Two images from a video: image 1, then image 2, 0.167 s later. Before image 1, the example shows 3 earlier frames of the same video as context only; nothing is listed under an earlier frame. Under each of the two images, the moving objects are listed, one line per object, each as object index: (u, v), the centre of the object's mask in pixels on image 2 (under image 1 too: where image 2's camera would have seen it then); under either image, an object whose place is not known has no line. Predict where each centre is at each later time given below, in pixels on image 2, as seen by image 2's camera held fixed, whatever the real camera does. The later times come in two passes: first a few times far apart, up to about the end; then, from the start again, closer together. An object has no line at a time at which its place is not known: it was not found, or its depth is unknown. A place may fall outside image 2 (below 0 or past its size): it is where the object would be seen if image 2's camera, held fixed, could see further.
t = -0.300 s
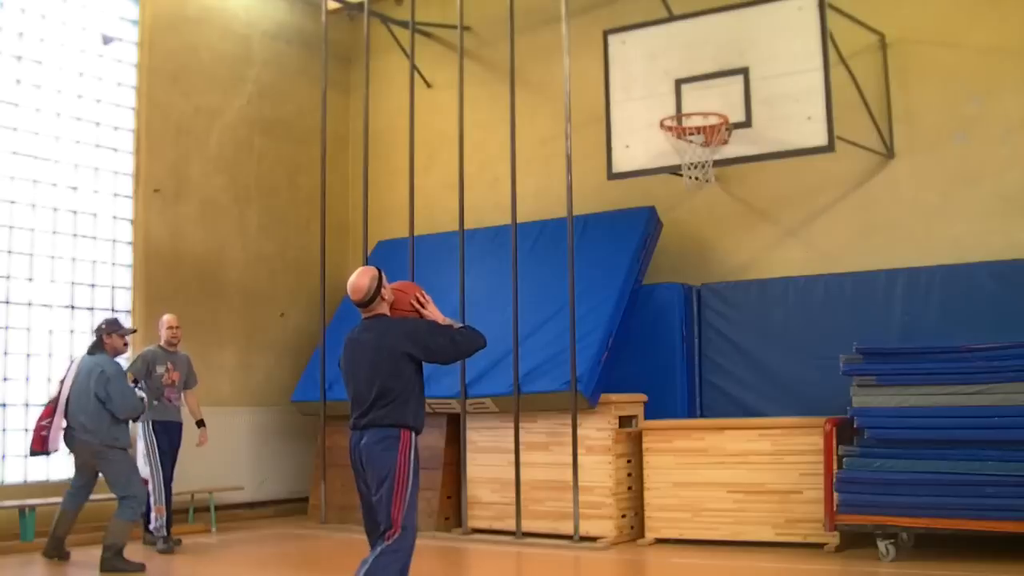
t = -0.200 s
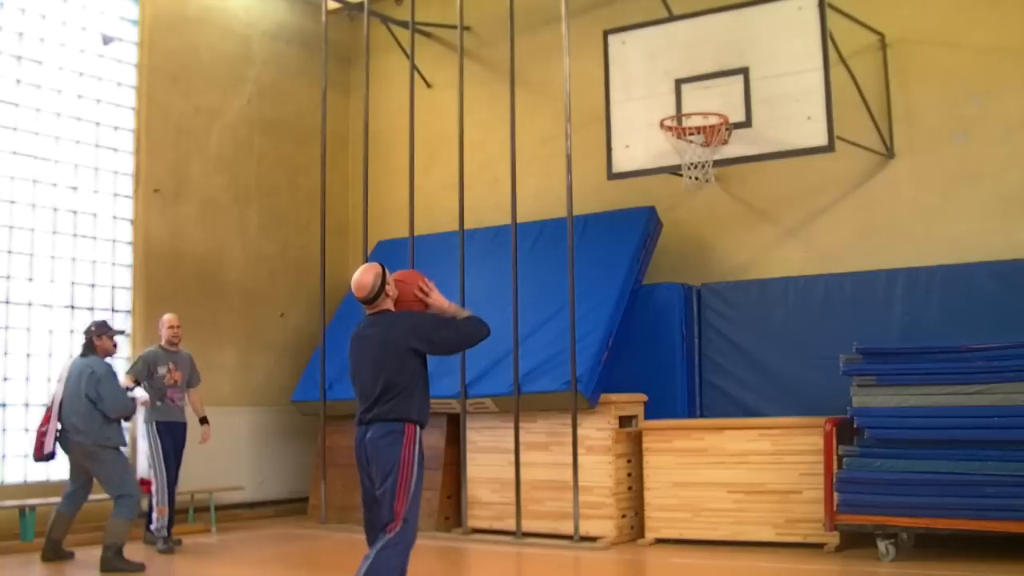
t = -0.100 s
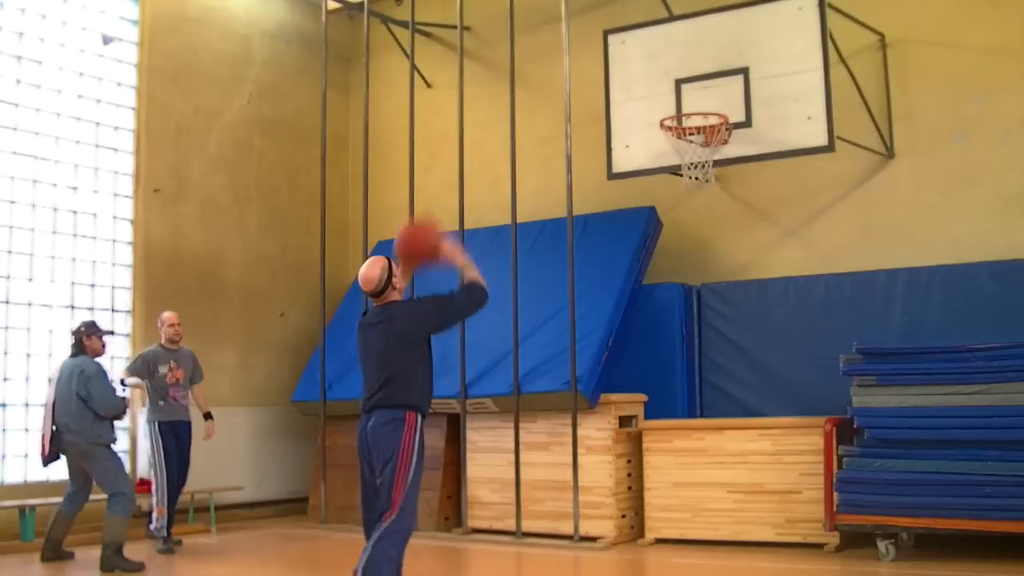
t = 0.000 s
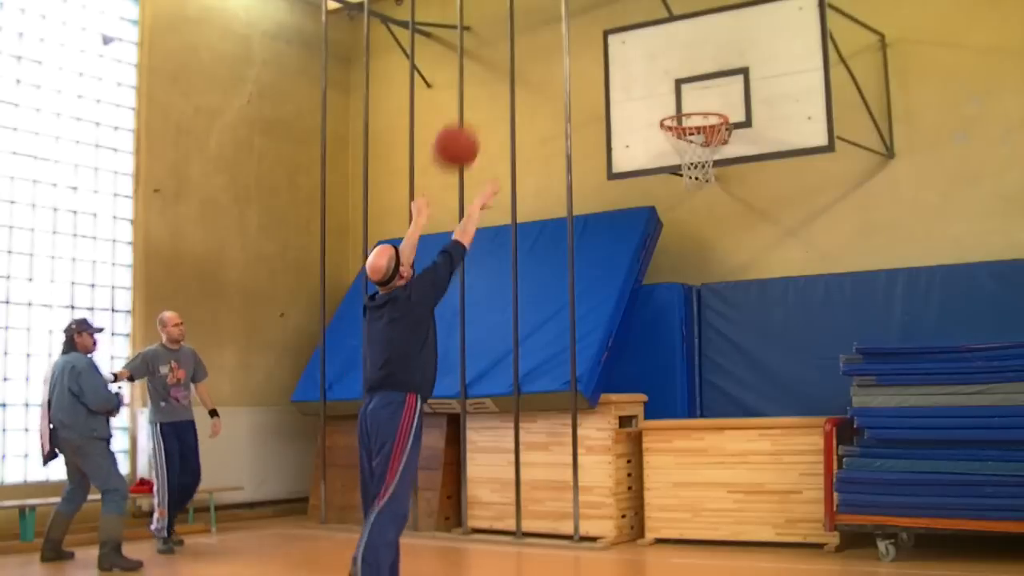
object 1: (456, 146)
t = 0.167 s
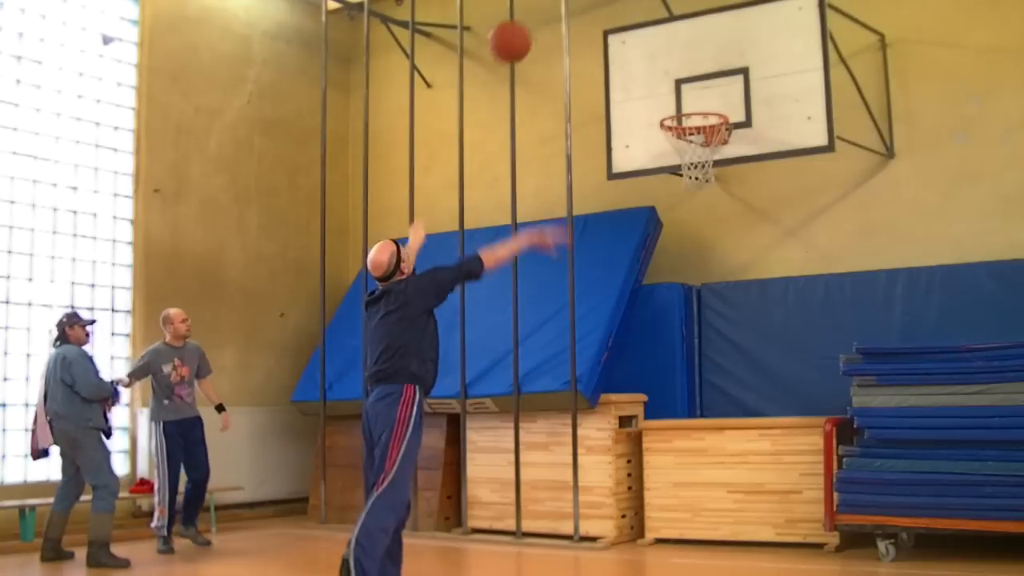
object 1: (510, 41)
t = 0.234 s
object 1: (529, 18)
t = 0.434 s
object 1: (583, 4)
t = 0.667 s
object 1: (634, 33)
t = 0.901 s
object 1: (681, 97)
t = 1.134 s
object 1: (698, 60)
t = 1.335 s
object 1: (701, 77)
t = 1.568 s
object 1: (710, 170)
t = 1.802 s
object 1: (719, 366)
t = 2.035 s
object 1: (731, 492)
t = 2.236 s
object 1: (745, 350)
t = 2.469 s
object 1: (763, 264)
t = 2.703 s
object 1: (786, 265)
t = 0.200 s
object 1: (520, 28)
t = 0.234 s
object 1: (529, 18)
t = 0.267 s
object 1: (539, 13)
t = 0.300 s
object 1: (548, 9)
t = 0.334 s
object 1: (556, 7)
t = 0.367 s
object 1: (565, 5)
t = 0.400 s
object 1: (573, 5)
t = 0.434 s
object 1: (583, 4)
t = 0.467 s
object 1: (589, 5)
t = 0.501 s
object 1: (597, 6)
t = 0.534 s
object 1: (605, 8)
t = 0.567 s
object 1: (612, 11)
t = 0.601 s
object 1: (619, 14)
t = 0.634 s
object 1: (627, 23)
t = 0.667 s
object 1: (634, 33)
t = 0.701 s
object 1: (641, 45)
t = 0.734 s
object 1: (648, 57)
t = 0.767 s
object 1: (655, 71)
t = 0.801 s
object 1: (662, 87)
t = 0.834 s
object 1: (668, 103)
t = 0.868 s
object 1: (675, 105)
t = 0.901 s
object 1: (681, 97)
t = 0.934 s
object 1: (687, 89)
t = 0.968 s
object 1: (693, 83)
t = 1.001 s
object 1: (697, 77)
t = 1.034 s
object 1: (697, 71)
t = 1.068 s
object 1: (697, 66)
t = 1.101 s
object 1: (698, 62)
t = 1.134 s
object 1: (698, 60)
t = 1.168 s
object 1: (698, 59)
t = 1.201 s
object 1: (699, 60)
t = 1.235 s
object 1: (699, 61)
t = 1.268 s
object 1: (700, 65)
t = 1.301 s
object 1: (700, 70)
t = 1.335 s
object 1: (701, 77)
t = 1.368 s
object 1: (702, 85)
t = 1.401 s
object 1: (703, 94)
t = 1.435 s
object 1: (704, 106)
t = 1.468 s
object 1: (705, 120)
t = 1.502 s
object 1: (707, 134)
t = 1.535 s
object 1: (709, 151)
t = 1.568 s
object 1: (710, 170)
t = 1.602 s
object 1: (711, 190)
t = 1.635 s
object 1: (713, 213)
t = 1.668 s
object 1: (715, 239)
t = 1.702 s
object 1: (716, 268)
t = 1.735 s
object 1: (717, 300)
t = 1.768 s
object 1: (719, 329)
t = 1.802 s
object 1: (719, 366)
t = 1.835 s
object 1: (721, 400)
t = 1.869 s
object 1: (723, 443)
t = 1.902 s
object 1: (724, 485)
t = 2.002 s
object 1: (729, 520)
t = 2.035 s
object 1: (731, 492)
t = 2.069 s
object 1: (733, 463)
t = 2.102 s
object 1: (735, 437)
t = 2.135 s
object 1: (737, 412)
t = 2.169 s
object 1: (740, 391)
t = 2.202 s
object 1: (742, 369)
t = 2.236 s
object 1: (745, 350)
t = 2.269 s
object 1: (747, 332)
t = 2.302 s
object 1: (750, 316)
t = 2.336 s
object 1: (752, 302)
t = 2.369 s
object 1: (755, 290)
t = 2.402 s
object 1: (758, 280)
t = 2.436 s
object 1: (761, 271)
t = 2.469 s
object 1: (763, 264)
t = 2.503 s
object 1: (766, 259)
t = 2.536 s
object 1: (769, 256)
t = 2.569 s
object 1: (772, 254)
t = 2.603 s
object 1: (776, 254)
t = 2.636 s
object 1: (779, 256)
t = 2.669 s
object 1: (783, 260)
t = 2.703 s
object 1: (786, 265)
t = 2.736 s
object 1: (790, 273)
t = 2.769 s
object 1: (794, 283)
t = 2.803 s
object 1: (798, 294)
